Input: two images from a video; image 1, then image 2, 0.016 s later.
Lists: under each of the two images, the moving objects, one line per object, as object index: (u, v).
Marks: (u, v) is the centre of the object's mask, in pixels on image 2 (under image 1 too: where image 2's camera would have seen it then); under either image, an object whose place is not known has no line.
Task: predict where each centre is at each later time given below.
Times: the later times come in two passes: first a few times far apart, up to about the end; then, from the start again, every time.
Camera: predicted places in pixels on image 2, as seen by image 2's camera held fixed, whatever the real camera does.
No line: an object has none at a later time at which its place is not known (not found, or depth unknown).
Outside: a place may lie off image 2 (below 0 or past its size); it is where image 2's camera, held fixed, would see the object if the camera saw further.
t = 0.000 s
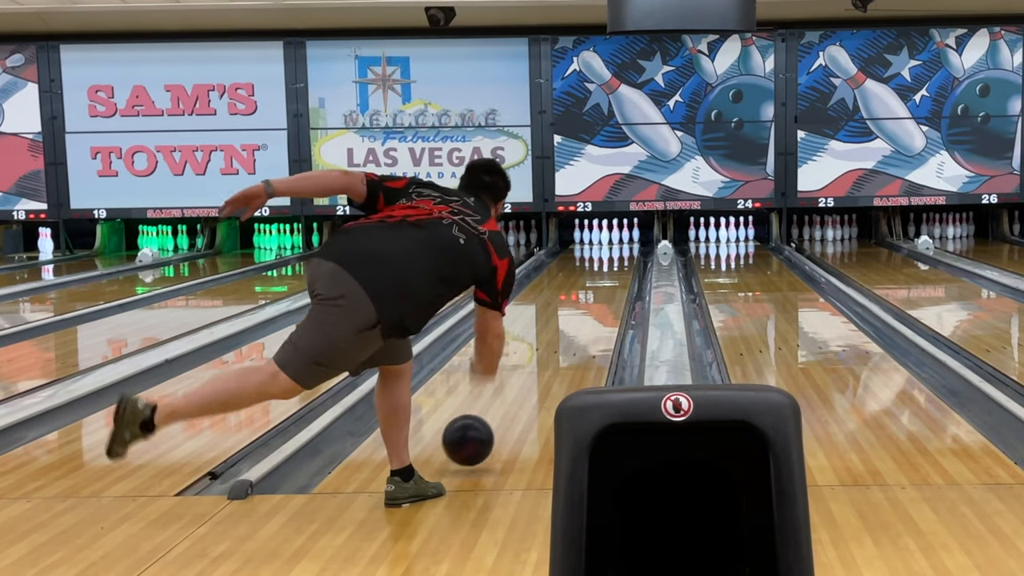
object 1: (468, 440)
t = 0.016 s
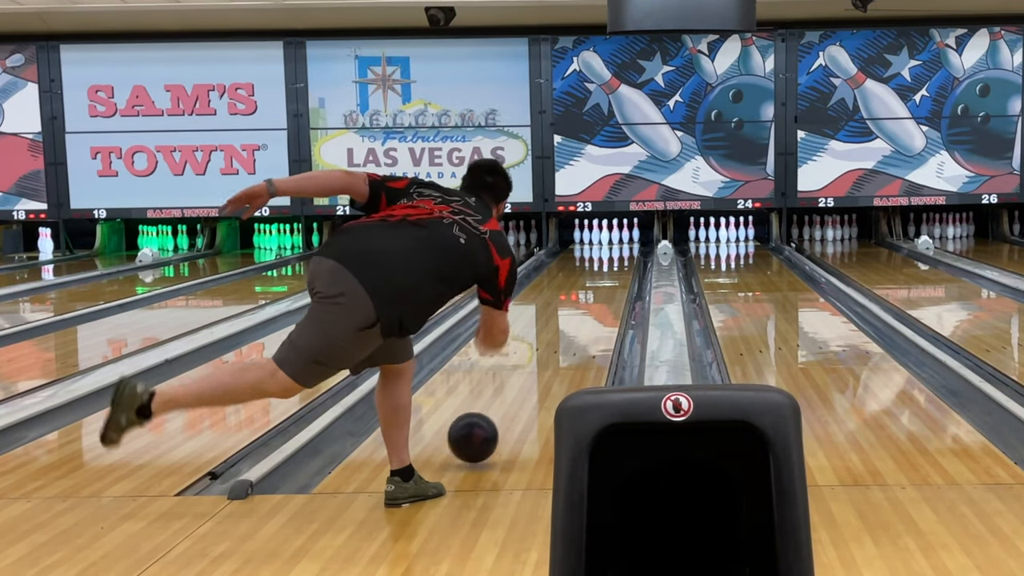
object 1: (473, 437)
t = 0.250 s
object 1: (525, 383)
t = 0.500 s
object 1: (560, 343)
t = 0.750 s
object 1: (583, 315)
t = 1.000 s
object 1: (600, 295)
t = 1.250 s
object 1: (611, 280)
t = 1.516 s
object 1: (618, 267)
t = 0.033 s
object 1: (477, 435)
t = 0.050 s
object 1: (482, 430)
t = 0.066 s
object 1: (486, 425)
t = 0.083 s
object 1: (490, 421)
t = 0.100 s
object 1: (494, 417)
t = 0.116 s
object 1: (498, 413)
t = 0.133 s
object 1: (502, 408)
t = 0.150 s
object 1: (505, 405)
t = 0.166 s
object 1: (509, 401)
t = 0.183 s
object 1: (512, 397)
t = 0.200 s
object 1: (515, 393)
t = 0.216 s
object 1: (519, 390)
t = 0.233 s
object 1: (522, 387)
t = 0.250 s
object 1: (525, 383)
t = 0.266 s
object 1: (527, 380)
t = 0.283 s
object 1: (530, 377)
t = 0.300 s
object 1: (533, 374)
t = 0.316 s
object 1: (535, 371)
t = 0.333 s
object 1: (538, 368)
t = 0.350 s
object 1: (540, 366)
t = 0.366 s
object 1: (543, 363)
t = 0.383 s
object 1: (545, 360)
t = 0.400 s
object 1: (547, 358)
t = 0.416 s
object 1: (549, 355)
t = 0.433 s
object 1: (552, 353)
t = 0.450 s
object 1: (554, 350)
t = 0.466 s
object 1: (556, 348)
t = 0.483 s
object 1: (558, 346)
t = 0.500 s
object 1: (560, 343)
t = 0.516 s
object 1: (562, 341)
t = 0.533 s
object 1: (563, 340)
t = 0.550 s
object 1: (565, 340)
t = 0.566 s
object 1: (573, 338)
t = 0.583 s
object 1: (572, 333)
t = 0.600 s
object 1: (571, 331)
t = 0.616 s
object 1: (572, 329)
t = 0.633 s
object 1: (573, 327)
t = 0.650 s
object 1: (575, 326)
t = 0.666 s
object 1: (576, 324)
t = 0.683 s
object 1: (578, 322)
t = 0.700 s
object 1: (579, 320)
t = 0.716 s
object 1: (581, 318)
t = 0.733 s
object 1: (582, 317)
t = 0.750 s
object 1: (583, 315)
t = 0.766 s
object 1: (585, 314)
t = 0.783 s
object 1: (586, 312)
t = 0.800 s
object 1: (587, 311)
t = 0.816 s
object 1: (588, 309)
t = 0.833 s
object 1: (589, 308)
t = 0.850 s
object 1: (590, 307)
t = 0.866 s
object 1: (592, 305)
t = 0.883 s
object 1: (593, 304)
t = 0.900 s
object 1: (594, 303)
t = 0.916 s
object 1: (595, 301)
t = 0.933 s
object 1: (596, 300)
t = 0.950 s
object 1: (597, 299)
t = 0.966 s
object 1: (598, 298)
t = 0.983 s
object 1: (599, 296)
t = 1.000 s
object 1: (600, 295)
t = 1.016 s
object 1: (601, 294)
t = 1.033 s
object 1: (601, 293)
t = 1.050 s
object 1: (602, 292)
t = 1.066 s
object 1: (603, 291)
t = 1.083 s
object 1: (604, 290)
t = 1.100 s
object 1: (605, 288)
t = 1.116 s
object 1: (605, 287)
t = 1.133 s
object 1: (606, 287)
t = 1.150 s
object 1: (607, 285)
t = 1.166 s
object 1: (607, 284)
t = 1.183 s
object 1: (608, 284)
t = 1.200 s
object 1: (609, 283)
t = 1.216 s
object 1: (609, 282)
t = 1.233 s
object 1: (610, 281)
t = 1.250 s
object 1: (611, 280)
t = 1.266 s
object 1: (611, 279)
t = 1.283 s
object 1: (612, 278)
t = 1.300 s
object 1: (612, 277)
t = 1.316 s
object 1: (613, 276)
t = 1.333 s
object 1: (614, 275)
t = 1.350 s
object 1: (614, 275)
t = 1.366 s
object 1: (614, 274)
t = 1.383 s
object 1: (615, 273)
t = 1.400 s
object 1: (615, 272)
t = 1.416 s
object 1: (616, 272)
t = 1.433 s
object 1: (616, 271)
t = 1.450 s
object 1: (616, 270)
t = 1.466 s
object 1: (617, 270)
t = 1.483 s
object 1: (617, 269)
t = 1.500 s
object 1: (618, 268)
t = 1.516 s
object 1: (618, 267)
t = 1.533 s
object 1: (618, 266)
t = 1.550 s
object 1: (619, 266)
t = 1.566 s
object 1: (619, 265)
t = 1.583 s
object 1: (619, 265)
